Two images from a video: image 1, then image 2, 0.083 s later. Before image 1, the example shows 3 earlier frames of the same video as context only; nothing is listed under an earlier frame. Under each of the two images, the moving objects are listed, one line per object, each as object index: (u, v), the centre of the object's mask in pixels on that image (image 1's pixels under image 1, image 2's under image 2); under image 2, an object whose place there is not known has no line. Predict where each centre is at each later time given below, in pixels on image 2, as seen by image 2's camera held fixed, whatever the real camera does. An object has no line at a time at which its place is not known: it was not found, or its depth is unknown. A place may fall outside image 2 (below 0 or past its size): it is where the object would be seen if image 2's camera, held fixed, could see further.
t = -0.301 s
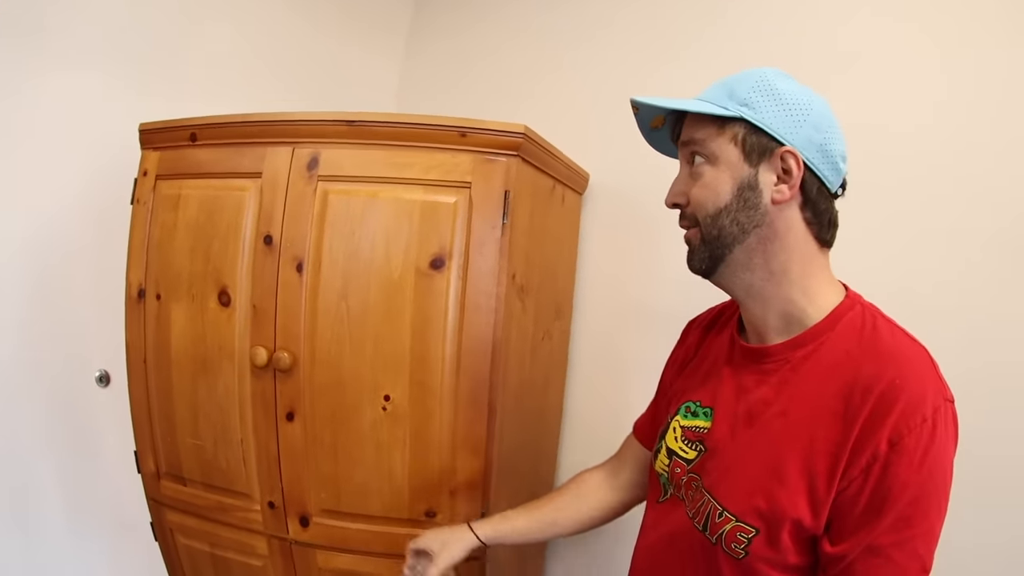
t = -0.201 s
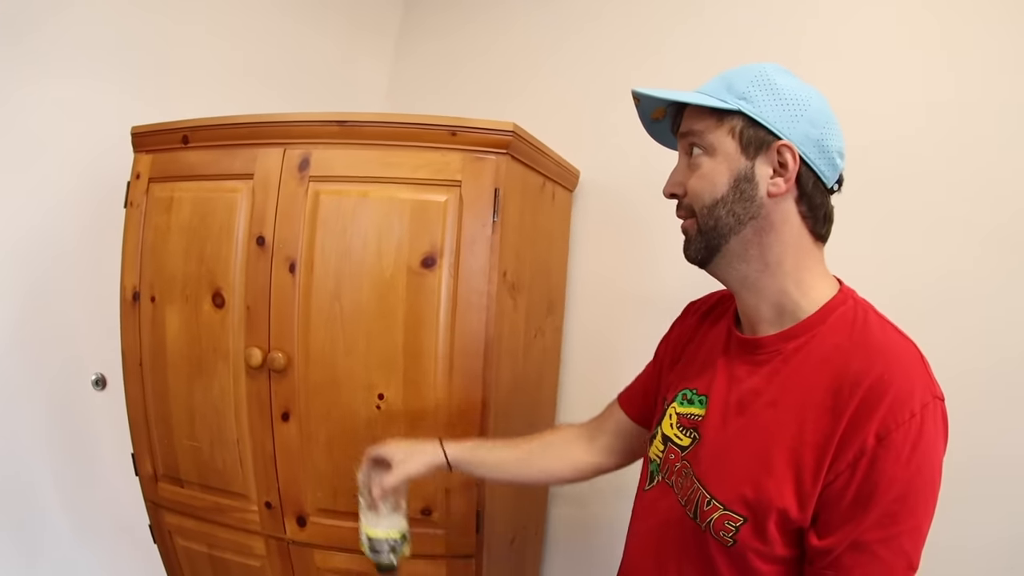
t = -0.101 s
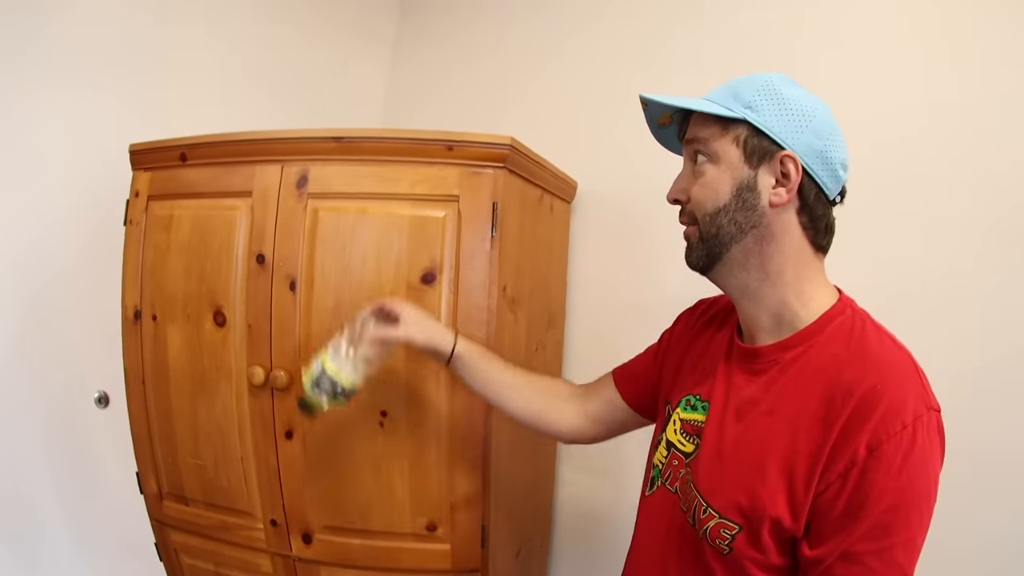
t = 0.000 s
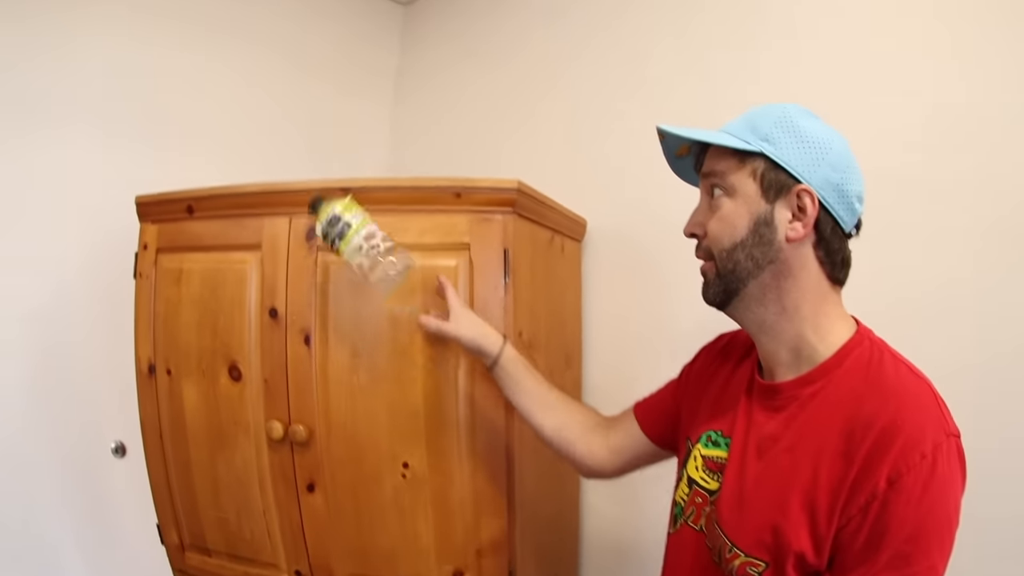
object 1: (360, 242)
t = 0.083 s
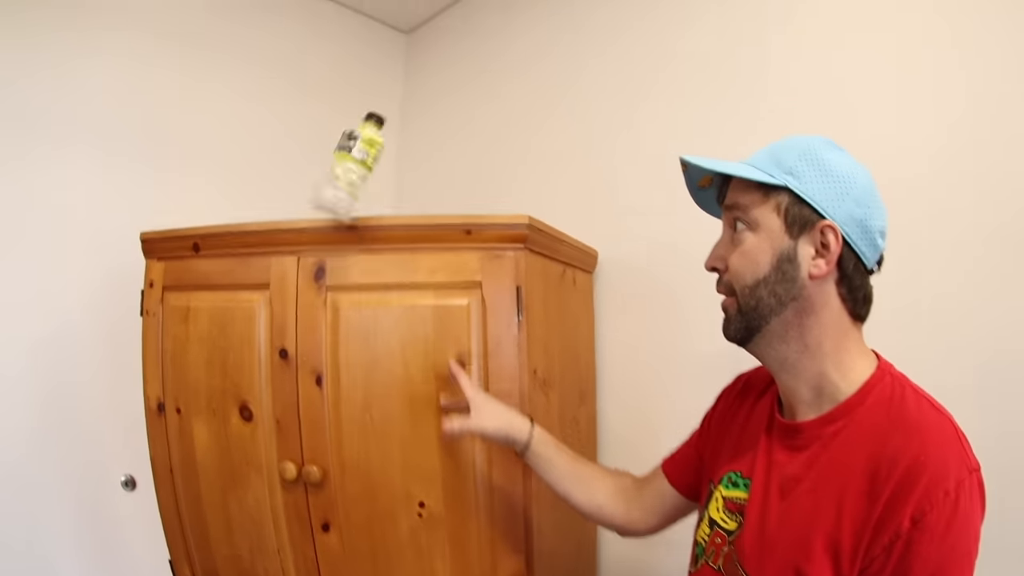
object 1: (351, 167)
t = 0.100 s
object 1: (350, 149)
